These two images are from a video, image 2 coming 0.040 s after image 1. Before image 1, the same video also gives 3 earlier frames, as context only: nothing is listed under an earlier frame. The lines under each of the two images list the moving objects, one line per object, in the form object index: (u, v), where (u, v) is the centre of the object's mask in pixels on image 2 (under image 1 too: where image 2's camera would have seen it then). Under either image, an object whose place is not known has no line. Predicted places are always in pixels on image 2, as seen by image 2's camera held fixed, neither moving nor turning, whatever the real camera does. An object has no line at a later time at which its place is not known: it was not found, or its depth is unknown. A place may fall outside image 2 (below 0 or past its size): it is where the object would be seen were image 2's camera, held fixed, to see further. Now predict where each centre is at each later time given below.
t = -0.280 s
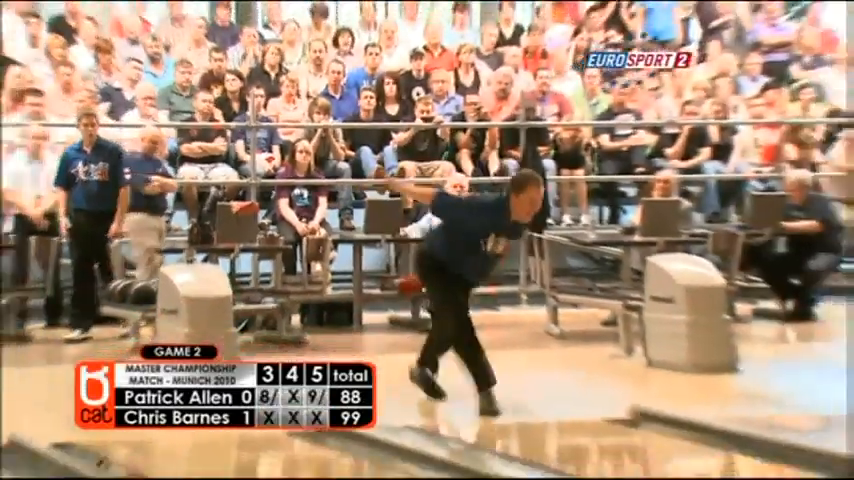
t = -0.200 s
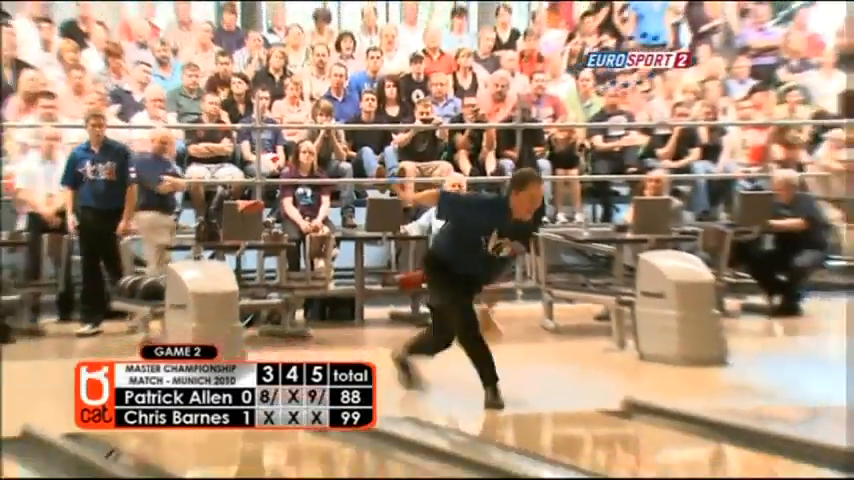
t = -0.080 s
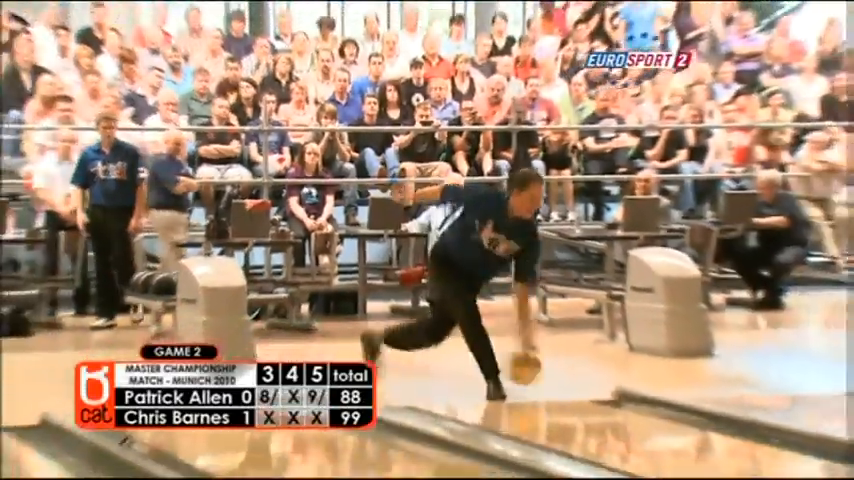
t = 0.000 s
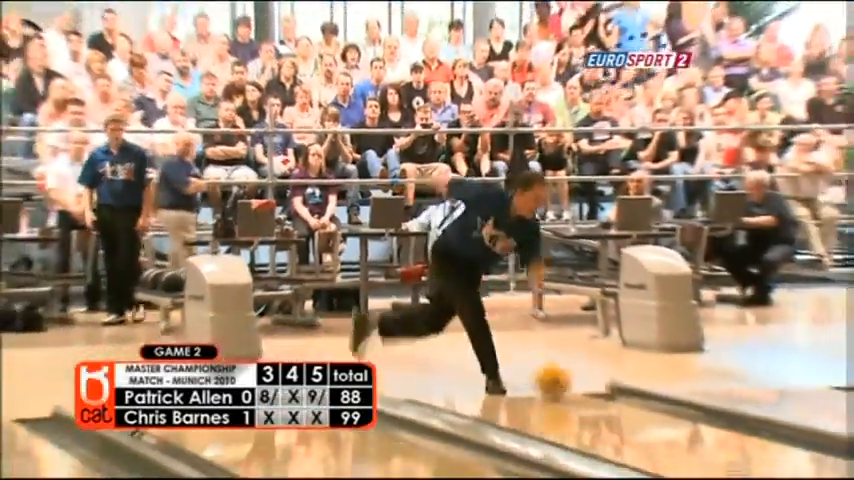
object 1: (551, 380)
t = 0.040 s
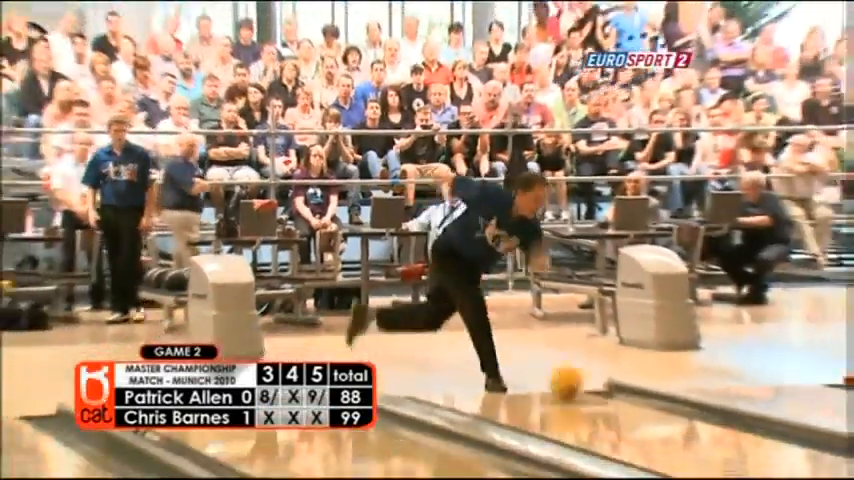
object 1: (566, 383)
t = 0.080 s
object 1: (587, 388)
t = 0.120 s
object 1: (602, 392)
